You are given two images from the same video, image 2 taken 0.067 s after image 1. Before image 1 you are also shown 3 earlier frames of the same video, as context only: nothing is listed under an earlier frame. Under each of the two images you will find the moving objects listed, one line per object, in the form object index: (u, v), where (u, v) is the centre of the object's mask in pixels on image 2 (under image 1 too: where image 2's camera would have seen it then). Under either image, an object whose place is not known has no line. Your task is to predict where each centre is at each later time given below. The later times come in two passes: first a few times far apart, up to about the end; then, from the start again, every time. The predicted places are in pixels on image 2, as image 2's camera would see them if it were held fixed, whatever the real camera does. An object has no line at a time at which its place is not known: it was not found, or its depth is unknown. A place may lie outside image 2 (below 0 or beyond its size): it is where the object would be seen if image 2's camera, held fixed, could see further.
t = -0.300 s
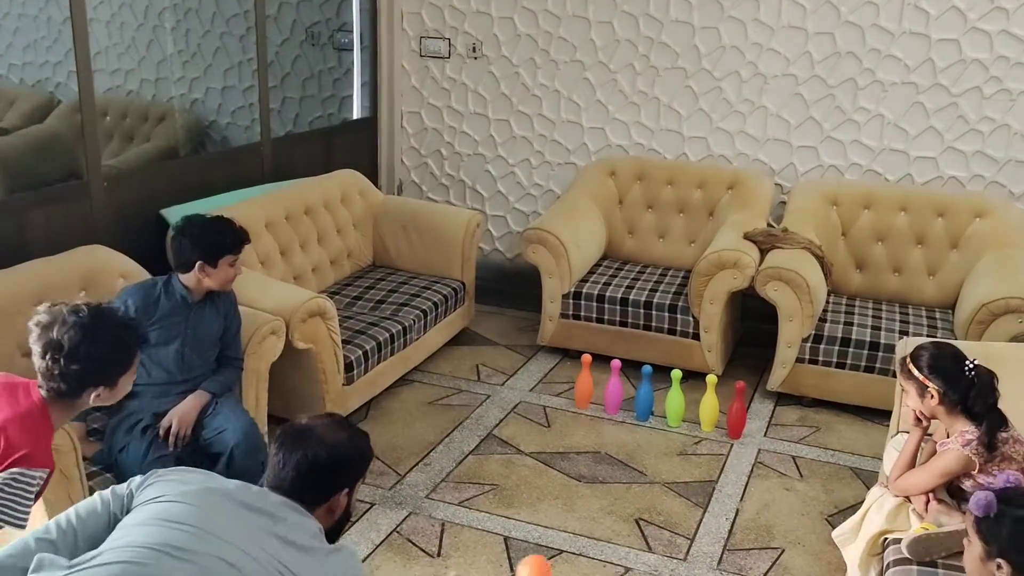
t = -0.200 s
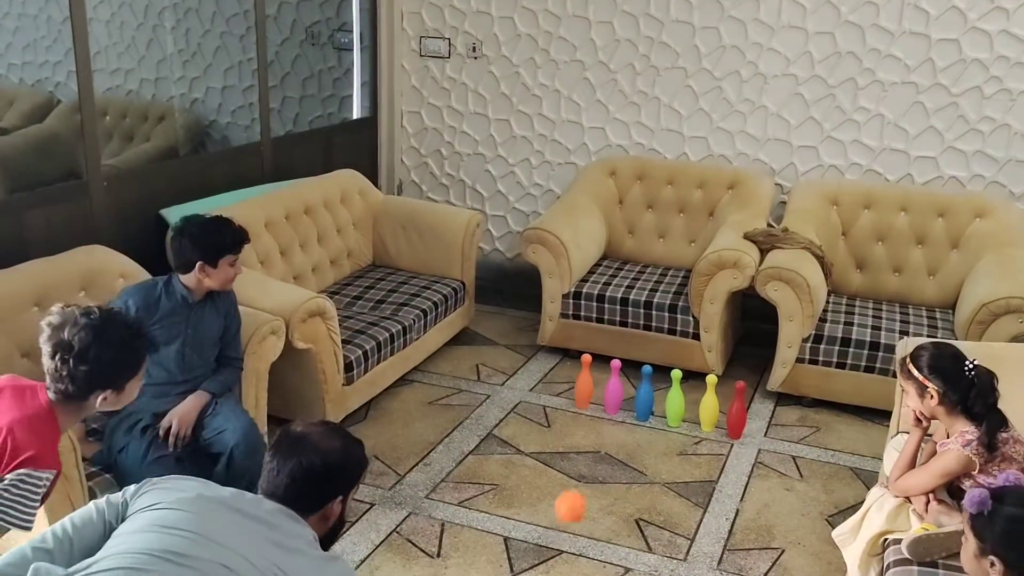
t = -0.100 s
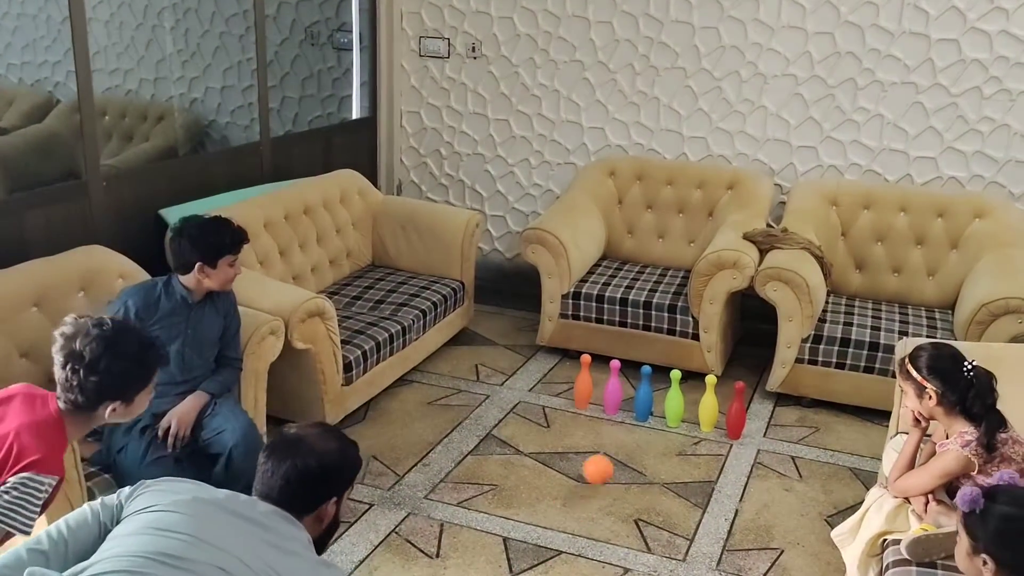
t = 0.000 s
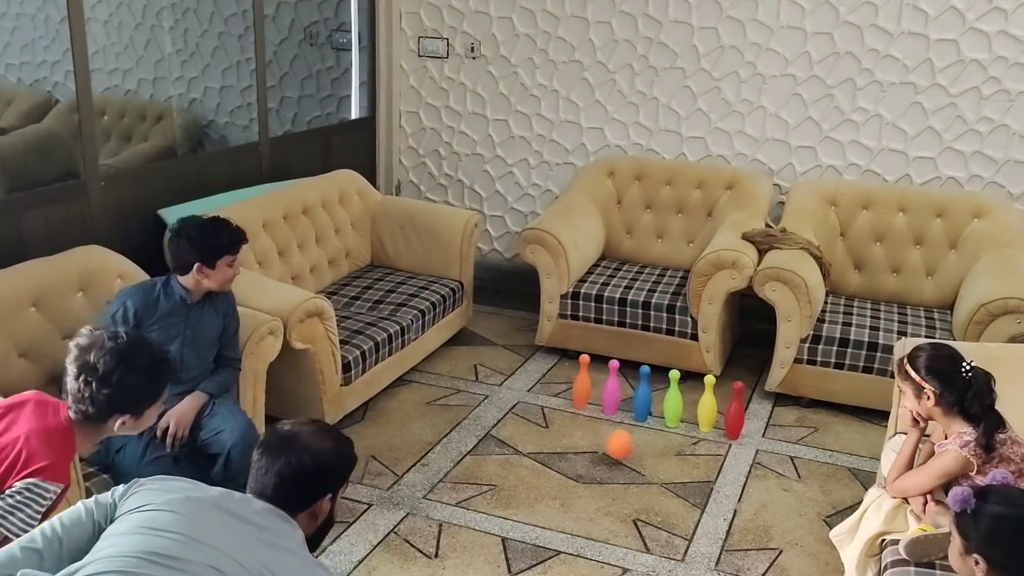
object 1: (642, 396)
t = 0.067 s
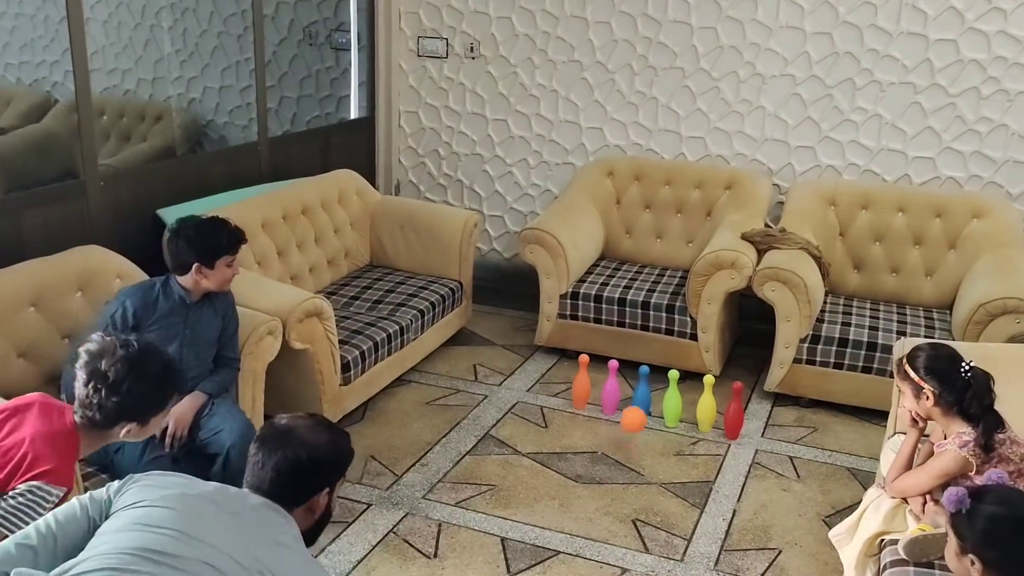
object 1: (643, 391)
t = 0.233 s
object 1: (635, 383)
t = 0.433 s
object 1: (623, 364)
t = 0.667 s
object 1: (618, 377)
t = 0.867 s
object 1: (601, 378)
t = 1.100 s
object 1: (597, 377)
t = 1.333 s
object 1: (592, 371)
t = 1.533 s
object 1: (564, 374)
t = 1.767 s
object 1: (559, 371)
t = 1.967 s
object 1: (555, 367)
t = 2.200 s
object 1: (549, 363)
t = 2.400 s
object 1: (545, 359)
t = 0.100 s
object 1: (643, 384)
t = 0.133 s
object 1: (641, 389)
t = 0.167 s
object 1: (640, 390)
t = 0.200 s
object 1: (637, 386)
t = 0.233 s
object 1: (635, 383)
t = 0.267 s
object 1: (632, 378)
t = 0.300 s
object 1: (630, 373)
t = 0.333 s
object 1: (628, 369)
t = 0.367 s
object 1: (627, 366)
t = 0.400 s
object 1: (625, 364)
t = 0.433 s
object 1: (623, 364)
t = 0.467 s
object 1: (623, 365)
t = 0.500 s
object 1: (622, 366)
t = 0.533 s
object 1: (621, 369)
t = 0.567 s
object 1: (620, 374)
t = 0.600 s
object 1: (620, 379)
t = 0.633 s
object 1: (619, 379)
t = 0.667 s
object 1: (618, 377)
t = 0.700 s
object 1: (604, 377)
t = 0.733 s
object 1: (603, 377)
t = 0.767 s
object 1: (602, 378)
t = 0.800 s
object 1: (601, 378)
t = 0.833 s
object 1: (601, 378)
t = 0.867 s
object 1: (601, 378)
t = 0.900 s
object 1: (599, 380)
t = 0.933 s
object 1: (599, 380)
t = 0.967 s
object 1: (598, 379)
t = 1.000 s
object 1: (598, 379)
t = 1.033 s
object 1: (597, 378)
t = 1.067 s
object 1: (597, 378)
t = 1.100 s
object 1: (597, 377)
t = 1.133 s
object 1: (597, 377)
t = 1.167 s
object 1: (594, 376)
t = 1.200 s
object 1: (594, 375)
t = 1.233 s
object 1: (593, 374)
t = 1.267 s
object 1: (592, 374)
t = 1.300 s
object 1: (592, 373)
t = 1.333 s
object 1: (592, 371)
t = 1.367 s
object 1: (571, 375)
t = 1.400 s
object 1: (570, 376)
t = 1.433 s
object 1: (574, 374)
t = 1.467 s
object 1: (567, 376)
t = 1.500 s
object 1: (566, 374)
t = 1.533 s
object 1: (564, 374)
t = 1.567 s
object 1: (564, 374)
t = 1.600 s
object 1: (563, 373)
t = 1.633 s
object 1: (562, 373)
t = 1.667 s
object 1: (562, 373)
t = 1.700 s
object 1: (561, 372)
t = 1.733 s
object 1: (561, 371)
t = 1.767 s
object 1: (559, 371)
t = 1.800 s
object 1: (558, 370)
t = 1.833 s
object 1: (558, 370)
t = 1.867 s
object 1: (557, 369)
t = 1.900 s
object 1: (556, 368)
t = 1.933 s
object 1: (555, 367)
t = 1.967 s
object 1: (555, 367)
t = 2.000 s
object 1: (554, 367)
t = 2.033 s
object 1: (553, 366)
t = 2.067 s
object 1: (553, 366)
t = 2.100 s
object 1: (552, 365)
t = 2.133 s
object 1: (551, 364)
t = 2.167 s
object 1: (550, 363)
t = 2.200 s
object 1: (549, 363)
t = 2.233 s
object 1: (549, 362)
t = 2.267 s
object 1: (549, 362)
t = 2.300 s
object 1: (548, 361)
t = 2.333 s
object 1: (548, 361)
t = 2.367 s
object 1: (545, 359)
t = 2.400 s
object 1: (545, 359)
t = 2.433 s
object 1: (544, 358)
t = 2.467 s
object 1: (544, 357)
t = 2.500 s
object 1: (544, 357)
